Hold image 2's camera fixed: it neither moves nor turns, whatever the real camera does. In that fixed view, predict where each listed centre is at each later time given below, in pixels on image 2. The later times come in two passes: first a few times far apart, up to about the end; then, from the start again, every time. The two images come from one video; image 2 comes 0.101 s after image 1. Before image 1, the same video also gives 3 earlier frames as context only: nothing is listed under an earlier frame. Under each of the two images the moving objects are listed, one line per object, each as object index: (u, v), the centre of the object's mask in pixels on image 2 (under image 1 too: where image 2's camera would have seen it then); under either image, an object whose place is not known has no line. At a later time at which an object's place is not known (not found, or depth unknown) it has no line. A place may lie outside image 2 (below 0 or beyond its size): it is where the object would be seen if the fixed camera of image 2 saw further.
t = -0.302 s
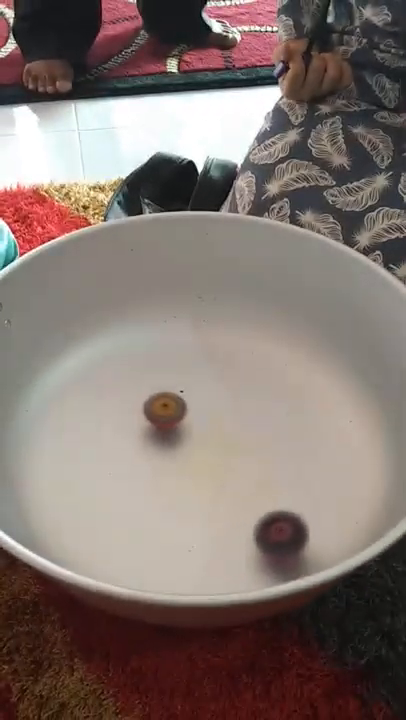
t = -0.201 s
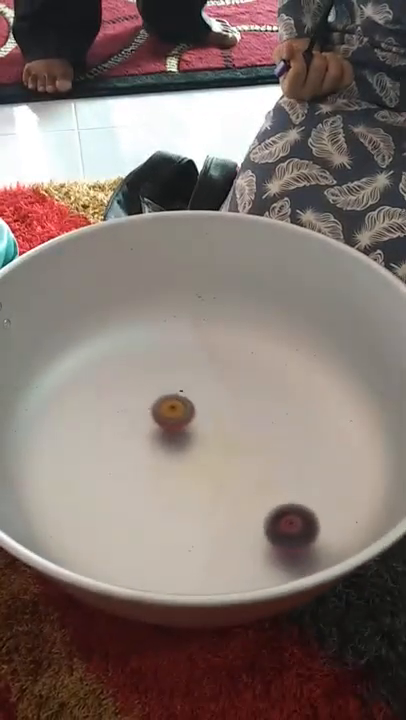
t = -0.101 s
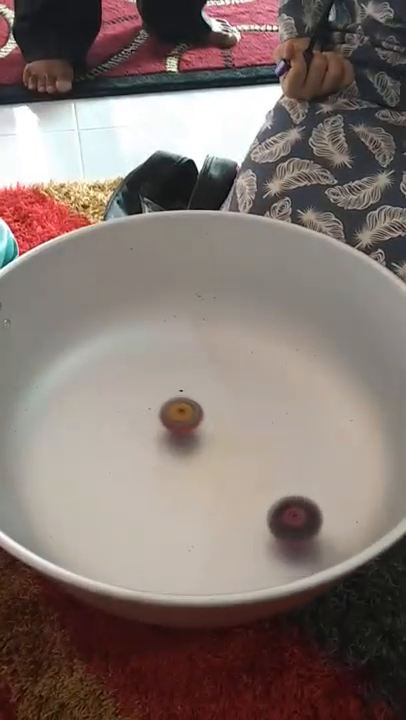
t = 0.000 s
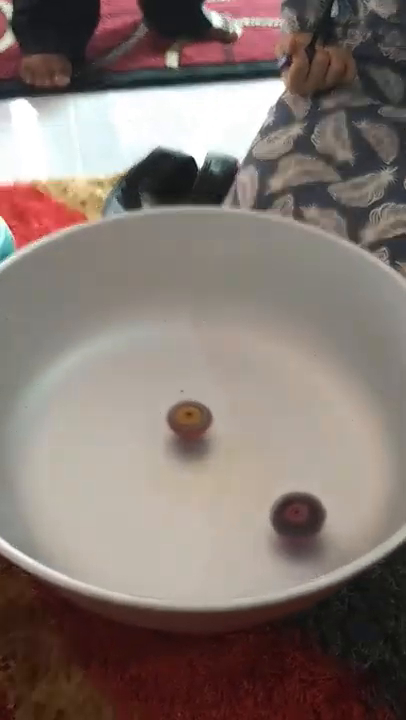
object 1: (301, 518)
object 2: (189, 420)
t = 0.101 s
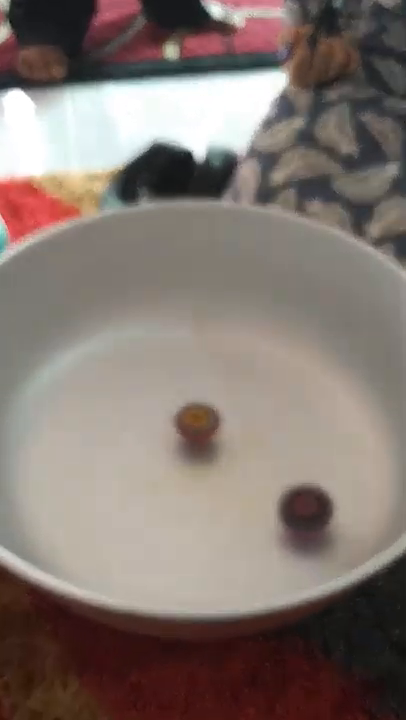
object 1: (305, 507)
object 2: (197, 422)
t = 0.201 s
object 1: (312, 487)
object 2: (206, 421)
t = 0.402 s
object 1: (319, 451)
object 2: (222, 420)
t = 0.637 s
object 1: (318, 430)
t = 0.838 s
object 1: (307, 419)
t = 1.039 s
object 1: (285, 395)
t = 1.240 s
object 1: (270, 384)
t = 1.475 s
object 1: (253, 381)
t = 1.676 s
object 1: (236, 381)
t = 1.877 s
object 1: (204, 384)
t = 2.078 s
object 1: (183, 390)
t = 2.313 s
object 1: (169, 399)
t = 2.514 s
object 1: (160, 407)
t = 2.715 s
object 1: (155, 417)
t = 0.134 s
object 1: (307, 500)
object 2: (200, 422)
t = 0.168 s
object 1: (309, 494)
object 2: (203, 422)
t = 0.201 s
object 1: (312, 487)
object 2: (206, 421)
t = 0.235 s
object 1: (313, 481)
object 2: (209, 421)
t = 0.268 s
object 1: (315, 475)
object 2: (212, 421)
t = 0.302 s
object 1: (316, 468)
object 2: (214, 420)
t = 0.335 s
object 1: (317, 462)
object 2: (217, 420)
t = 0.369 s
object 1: (318, 456)
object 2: (220, 420)
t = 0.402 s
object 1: (319, 451)
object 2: (222, 420)
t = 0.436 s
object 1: (320, 447)
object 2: (224, 420)
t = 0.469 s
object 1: (321, 443)
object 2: (226, 420)
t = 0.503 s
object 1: (321, 439)
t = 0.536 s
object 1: (321, 437)
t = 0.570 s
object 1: (320, 434)
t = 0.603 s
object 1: (319, 432)
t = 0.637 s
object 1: (318, 430)
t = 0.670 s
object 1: (316, 428)
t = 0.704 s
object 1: (314, 427)
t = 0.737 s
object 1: (312, 426)
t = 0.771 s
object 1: (311, 424)
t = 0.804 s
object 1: (310, 422)
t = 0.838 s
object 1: (307, 419)
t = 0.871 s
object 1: (304, 416)
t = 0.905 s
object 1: (300, 412)
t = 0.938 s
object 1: (297, 407)
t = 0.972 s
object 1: (293, 403)
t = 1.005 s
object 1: (289, 399)
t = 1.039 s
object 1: (285, 395)
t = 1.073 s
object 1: (282, 393)
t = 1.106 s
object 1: (280, 390)
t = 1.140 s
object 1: (277, 388)
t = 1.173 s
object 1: (275, 386)
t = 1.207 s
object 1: (272, 385)
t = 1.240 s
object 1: (270, 384)
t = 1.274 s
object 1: (267, 383)
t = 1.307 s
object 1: (265, 382)
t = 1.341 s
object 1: (262, 382)
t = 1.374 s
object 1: (260, 381)
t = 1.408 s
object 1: (258, 381)
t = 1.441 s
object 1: (255, 381)
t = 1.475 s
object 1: (253, 381)
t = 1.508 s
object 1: (250, 381)
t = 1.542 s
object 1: (248, 380)
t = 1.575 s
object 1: (245, 380)
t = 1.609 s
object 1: (243, 381)
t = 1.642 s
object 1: (240, 380)
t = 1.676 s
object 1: (236, 381)
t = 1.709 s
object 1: (231, 381)
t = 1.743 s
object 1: (227, 381)
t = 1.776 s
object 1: (223, 382)
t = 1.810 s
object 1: (217, 382)
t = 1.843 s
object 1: (210, 382)
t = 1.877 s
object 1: (204, 384)
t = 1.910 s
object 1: (200, 386)
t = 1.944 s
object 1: (196, 386)
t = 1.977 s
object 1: (192, 387)
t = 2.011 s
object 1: (189, 388)
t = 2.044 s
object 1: (186, 389)
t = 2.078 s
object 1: (183, 390)
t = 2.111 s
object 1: (181, 391)
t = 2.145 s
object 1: (179, 393)
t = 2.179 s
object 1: (177, 394)
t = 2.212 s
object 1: (175, 395)
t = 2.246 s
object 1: (173, 396)
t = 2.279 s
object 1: (171, 398)
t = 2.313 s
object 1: (169, 399)
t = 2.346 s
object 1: (167, 400)
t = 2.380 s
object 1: (166, 402)
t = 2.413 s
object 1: (164, 403)
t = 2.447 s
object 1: (162, 404)
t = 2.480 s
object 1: (161, 406)
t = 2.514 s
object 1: (160, 407)
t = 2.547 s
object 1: (158, 408)
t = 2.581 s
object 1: (157, 410)
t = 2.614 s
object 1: (157, 412)
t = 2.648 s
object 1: (156, 413)
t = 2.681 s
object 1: (155, 415)
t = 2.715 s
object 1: (155, 417)
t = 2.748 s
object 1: (155, 419)
